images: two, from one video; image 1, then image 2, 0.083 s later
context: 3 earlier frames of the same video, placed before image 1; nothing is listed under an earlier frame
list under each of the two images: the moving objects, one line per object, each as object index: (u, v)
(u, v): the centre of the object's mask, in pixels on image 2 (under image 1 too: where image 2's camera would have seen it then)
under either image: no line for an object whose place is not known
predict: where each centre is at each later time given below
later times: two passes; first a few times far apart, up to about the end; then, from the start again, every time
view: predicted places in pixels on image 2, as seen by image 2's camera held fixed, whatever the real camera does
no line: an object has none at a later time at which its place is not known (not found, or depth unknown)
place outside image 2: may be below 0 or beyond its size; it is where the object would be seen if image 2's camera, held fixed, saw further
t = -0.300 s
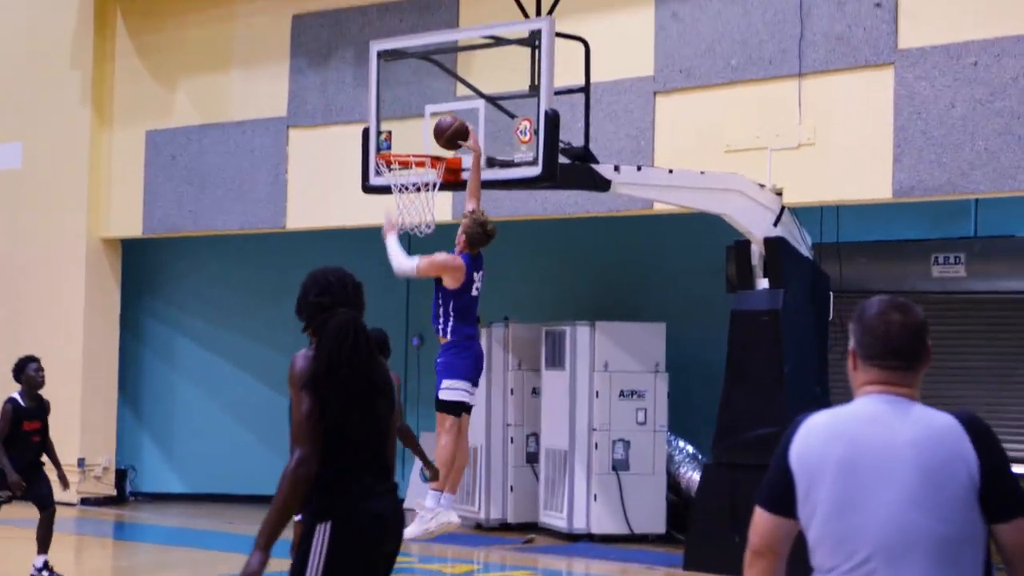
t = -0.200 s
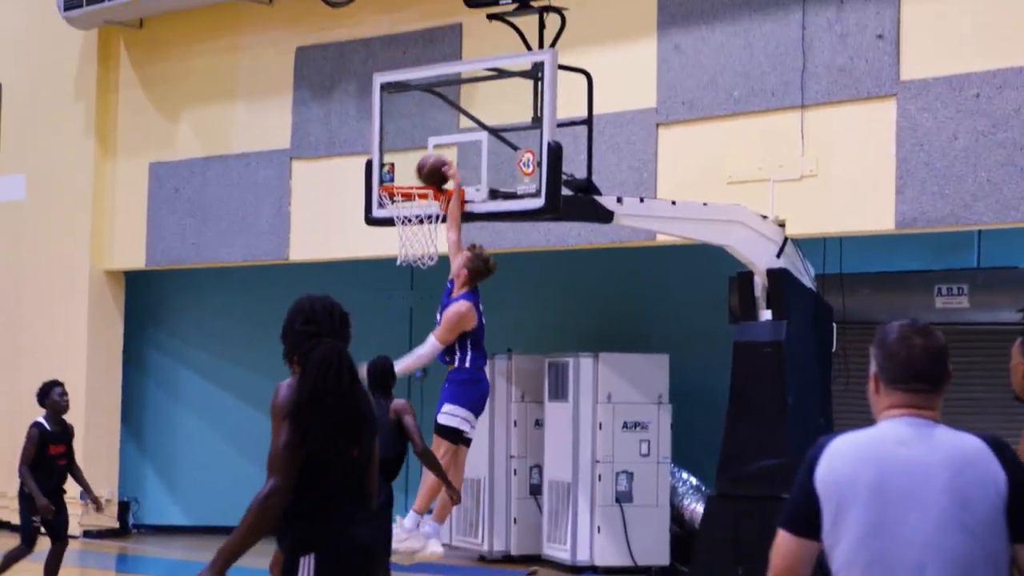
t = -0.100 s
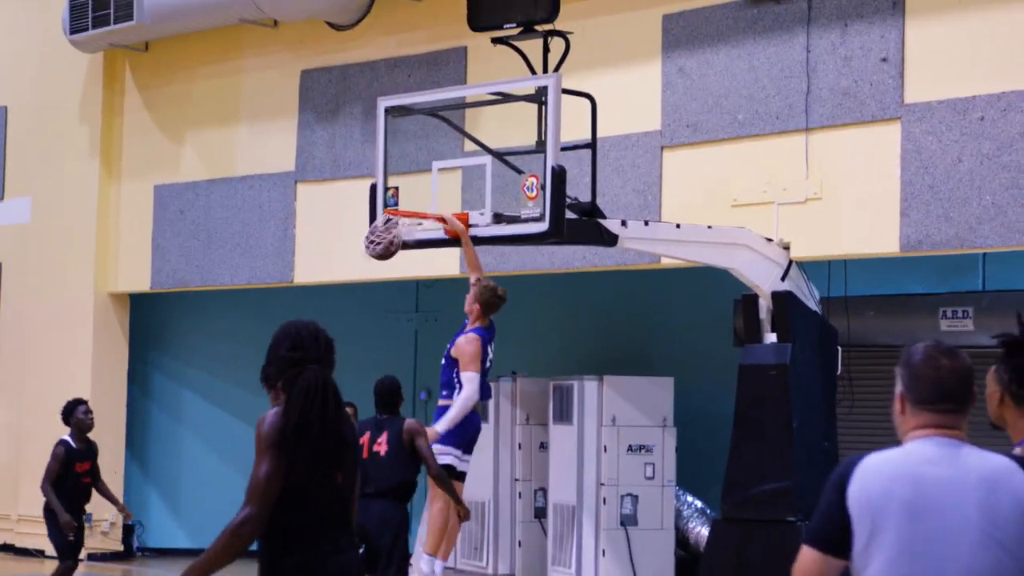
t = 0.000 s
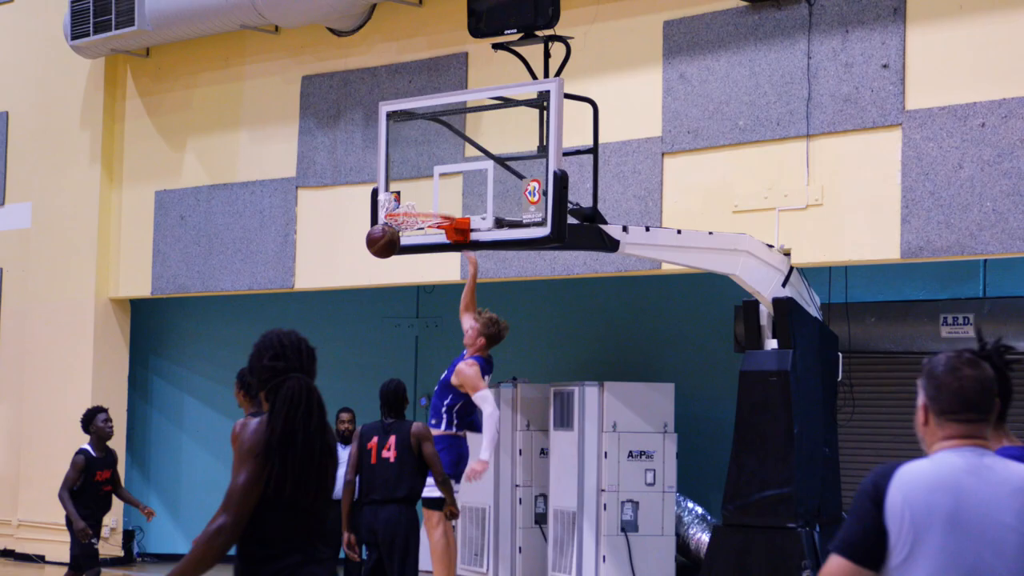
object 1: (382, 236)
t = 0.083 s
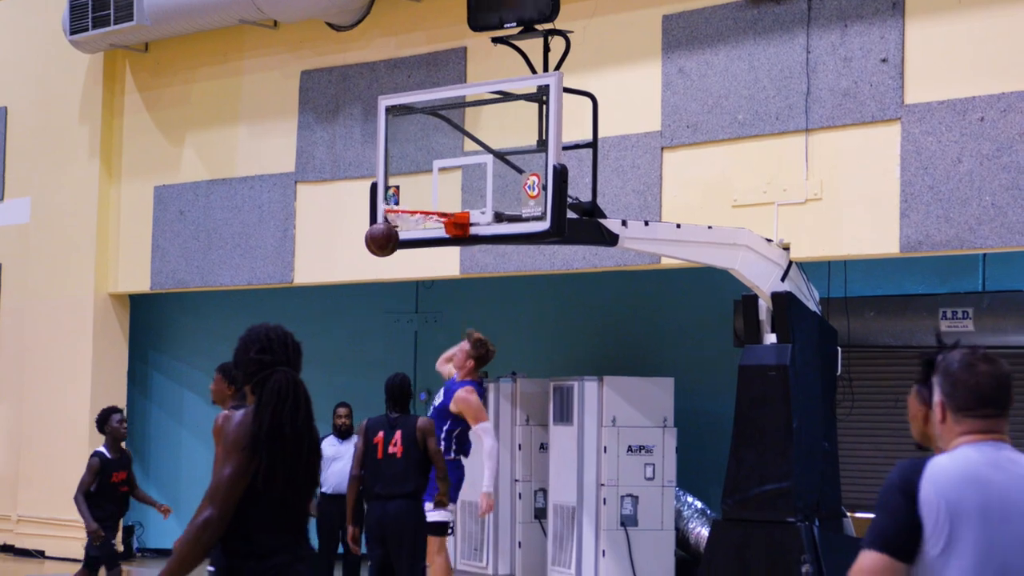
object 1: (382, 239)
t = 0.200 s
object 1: (381, 261)
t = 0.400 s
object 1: (379, 342)
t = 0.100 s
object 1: (381, 242)
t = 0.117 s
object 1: (381, 244)
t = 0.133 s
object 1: (381, 246)
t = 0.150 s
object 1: (381, 250)
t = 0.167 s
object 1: (381, 253)
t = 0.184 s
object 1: (382, 257)
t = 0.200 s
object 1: (381, 261)
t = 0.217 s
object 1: (381, 266)
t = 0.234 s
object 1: (381, 271)
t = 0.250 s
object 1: (381, 276)
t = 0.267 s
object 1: (381, 282)
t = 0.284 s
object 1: (380, 288)
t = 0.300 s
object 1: (380, 295)
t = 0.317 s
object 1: (380, 301)
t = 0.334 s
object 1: (380, 308)
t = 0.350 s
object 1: (380, 316)
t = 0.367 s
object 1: (379, 325)
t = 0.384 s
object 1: (379, 333)
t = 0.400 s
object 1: (379, 342)
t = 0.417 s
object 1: (378, 351)
